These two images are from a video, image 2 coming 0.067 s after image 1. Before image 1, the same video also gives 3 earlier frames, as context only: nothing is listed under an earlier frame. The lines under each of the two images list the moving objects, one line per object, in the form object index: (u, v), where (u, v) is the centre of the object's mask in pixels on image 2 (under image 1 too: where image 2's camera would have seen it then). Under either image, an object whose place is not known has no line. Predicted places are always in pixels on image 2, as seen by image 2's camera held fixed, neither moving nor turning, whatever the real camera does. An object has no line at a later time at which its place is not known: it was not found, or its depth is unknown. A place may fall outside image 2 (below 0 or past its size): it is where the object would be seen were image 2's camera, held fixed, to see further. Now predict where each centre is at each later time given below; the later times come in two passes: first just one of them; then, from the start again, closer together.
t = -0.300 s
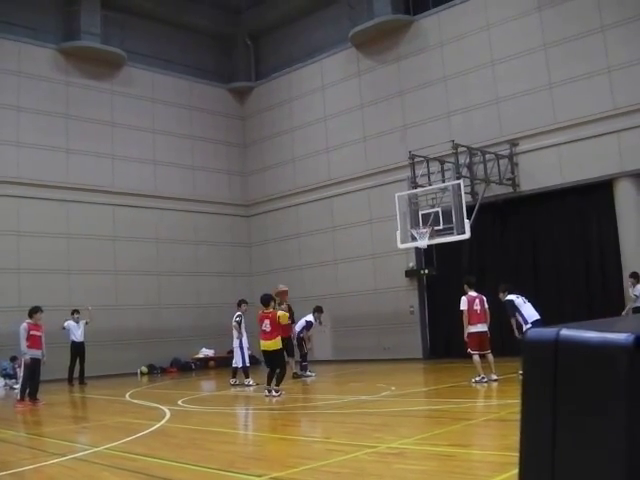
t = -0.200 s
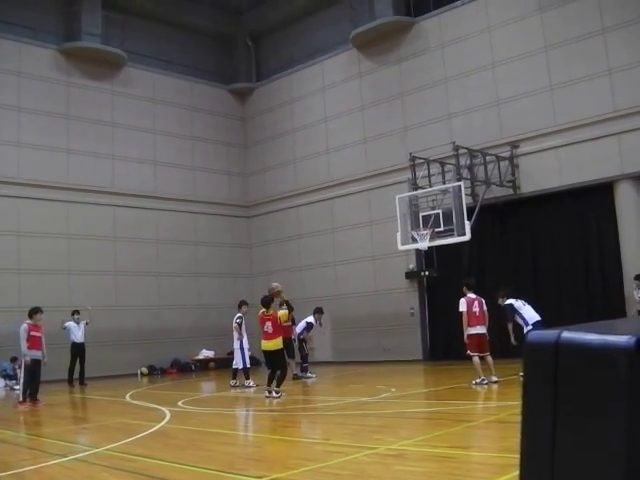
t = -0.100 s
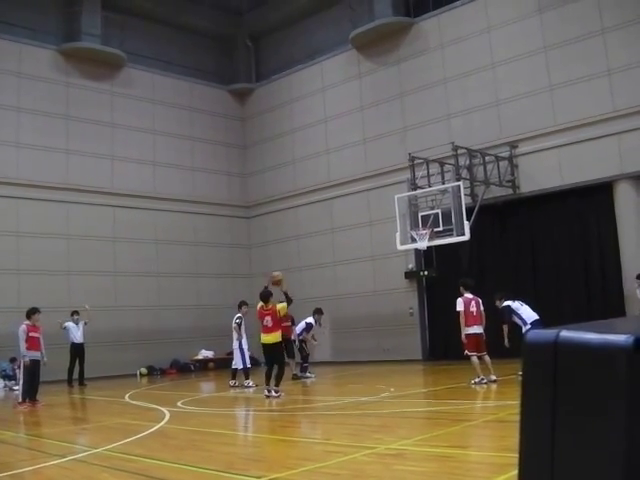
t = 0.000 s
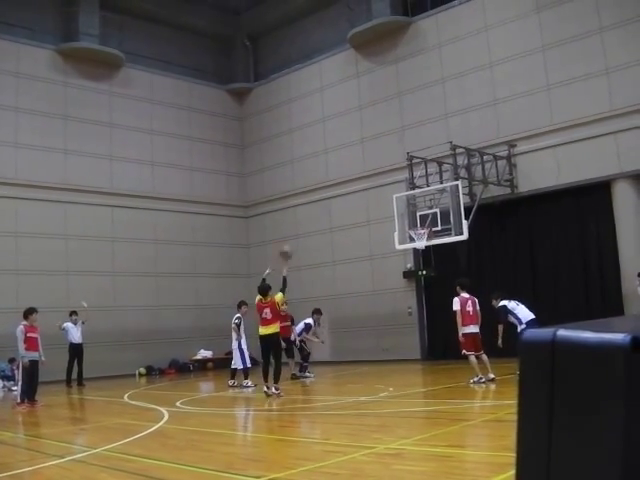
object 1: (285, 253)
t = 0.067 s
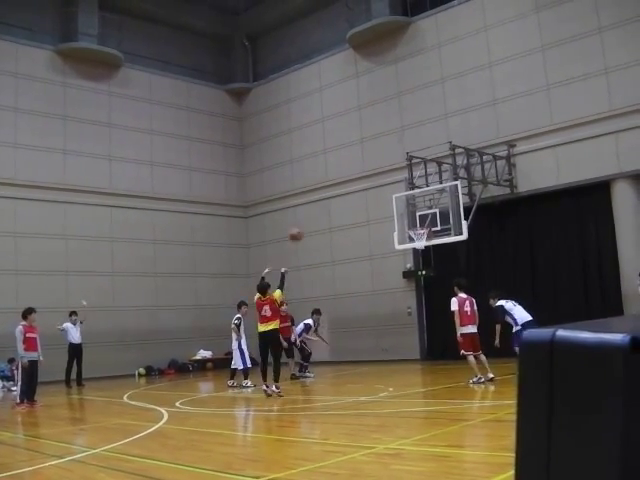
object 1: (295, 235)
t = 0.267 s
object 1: (326, 197)
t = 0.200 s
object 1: (316, 207)
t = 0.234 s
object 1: (321, 203)
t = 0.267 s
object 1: (326, 197)
